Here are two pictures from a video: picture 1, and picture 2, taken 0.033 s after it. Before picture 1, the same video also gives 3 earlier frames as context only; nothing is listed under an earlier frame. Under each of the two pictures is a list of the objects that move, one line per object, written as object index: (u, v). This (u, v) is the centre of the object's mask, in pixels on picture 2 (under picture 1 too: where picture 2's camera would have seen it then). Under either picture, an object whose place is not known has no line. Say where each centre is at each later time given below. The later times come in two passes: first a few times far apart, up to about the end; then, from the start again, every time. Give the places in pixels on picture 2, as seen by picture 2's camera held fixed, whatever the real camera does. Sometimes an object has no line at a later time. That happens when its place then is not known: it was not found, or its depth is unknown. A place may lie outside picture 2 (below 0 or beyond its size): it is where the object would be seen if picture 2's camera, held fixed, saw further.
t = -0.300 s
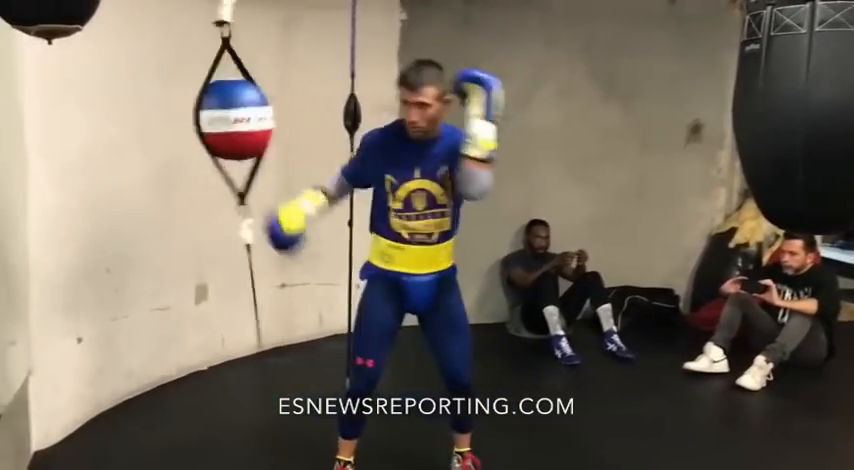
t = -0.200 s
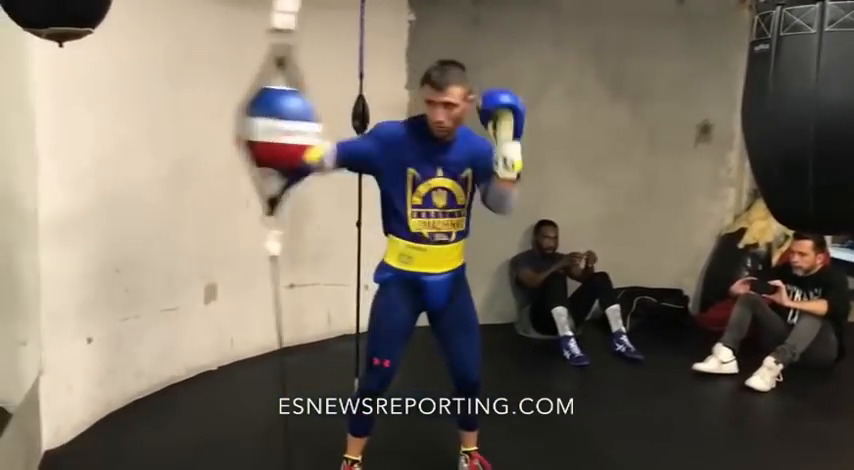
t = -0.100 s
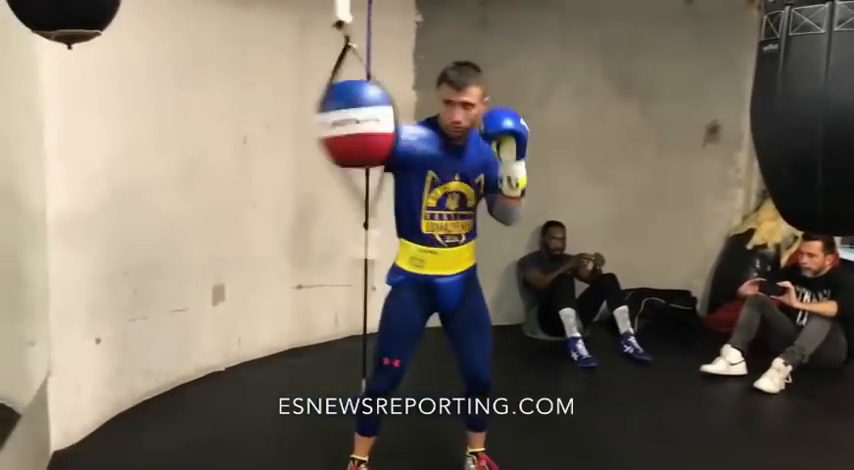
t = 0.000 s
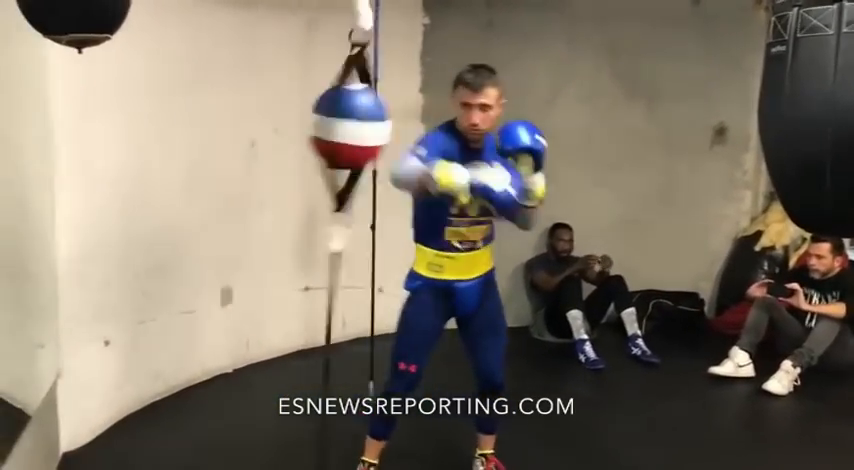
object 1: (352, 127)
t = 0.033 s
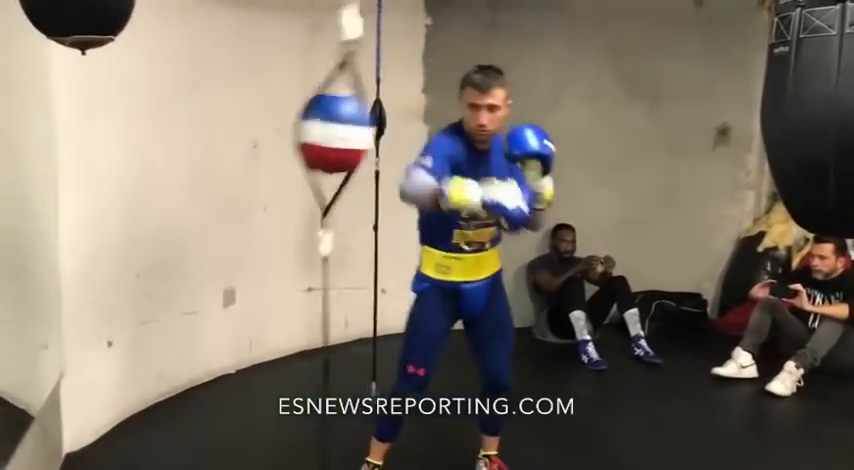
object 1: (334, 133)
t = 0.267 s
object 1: (307, 133)
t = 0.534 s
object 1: (325, 135)
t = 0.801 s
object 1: (316, 133)
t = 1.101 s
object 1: (312, 129)
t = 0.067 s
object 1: (317, 132)
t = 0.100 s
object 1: (301, 126)
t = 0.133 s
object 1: (287, 123)
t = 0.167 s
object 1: (275, 123)
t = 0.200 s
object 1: (276, 126)
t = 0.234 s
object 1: (287, 130)
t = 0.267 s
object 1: (307, 133)
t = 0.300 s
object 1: (325, 133)
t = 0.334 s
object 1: (339, 132)
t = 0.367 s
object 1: (352, 127)
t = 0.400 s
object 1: (357, 125)
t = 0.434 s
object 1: (362, 129)
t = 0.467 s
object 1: (351, 133)
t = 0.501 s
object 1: (337, 135)
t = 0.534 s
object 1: (325, 135)
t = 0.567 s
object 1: (314, 133)
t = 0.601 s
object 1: (310, 130)
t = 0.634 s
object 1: (293, 127)
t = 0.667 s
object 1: (292, 128)
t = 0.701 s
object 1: (295, 130)
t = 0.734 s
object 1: (301, 133)
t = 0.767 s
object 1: (307, 135)
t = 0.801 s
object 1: (316, 133)
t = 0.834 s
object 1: (330, 130)
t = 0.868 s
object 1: (337, 130)
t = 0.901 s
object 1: (344, 132)
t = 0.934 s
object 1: (341, 133)
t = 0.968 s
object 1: (338, 135)
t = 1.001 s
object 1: (331, 134)
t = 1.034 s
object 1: (323, 133)
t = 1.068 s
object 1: (315, 131)
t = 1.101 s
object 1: (312, 129)
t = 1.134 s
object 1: (306, 128)
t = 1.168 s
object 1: (300, 129)
